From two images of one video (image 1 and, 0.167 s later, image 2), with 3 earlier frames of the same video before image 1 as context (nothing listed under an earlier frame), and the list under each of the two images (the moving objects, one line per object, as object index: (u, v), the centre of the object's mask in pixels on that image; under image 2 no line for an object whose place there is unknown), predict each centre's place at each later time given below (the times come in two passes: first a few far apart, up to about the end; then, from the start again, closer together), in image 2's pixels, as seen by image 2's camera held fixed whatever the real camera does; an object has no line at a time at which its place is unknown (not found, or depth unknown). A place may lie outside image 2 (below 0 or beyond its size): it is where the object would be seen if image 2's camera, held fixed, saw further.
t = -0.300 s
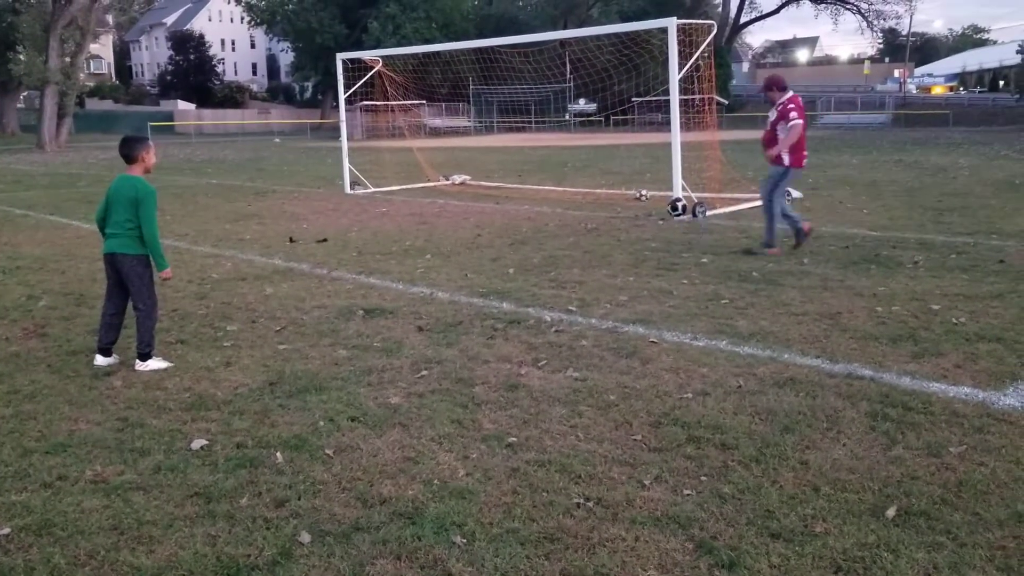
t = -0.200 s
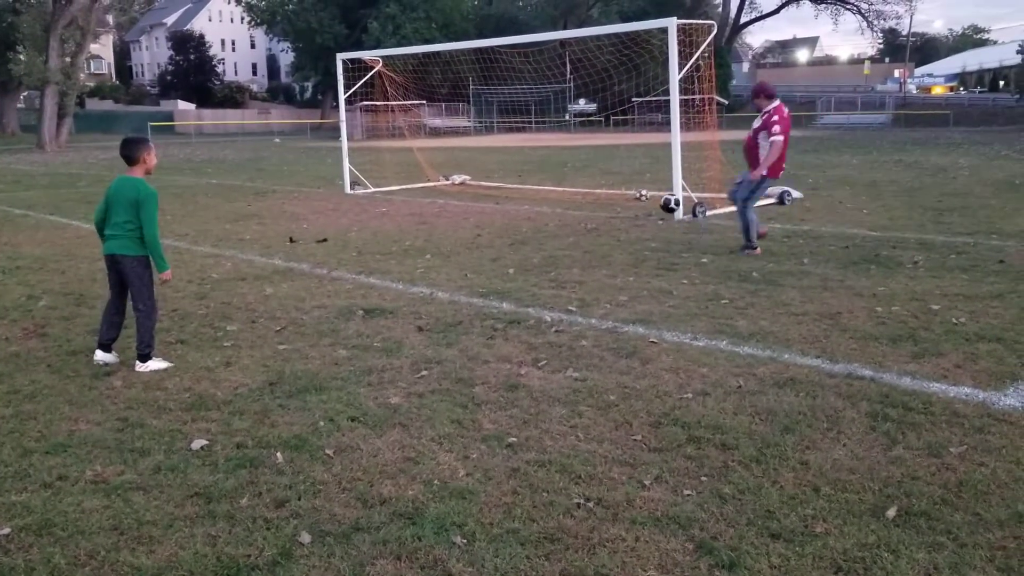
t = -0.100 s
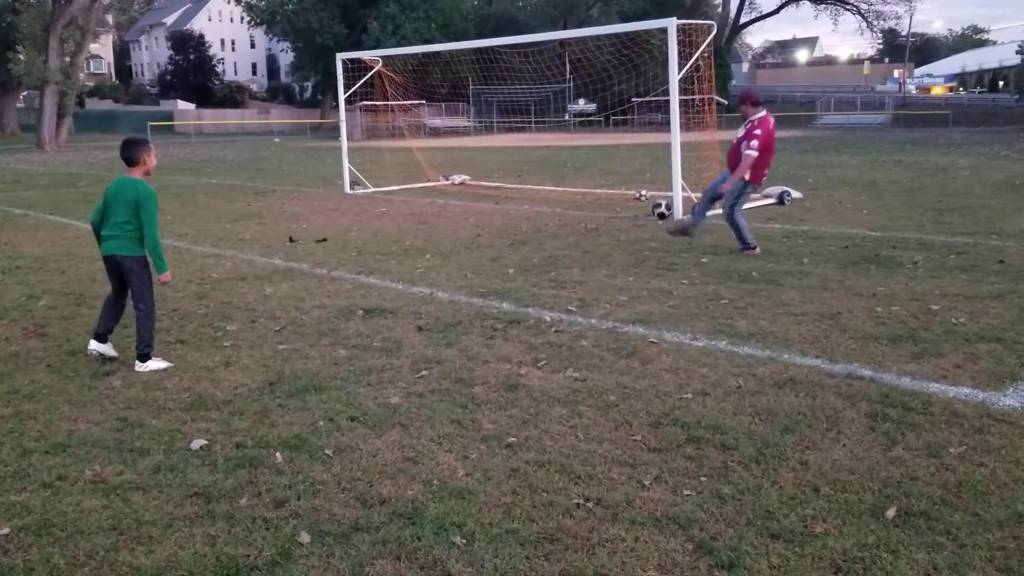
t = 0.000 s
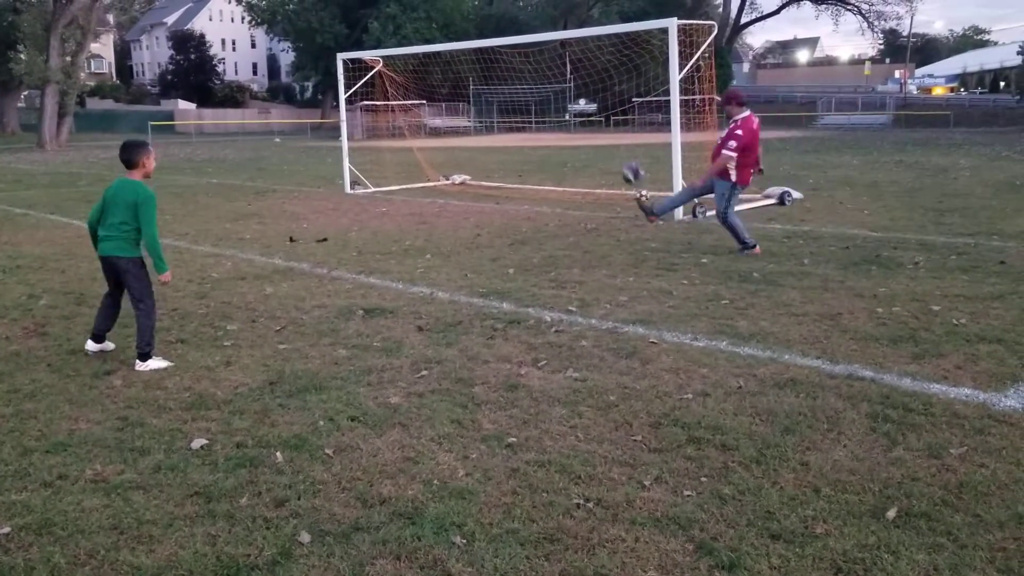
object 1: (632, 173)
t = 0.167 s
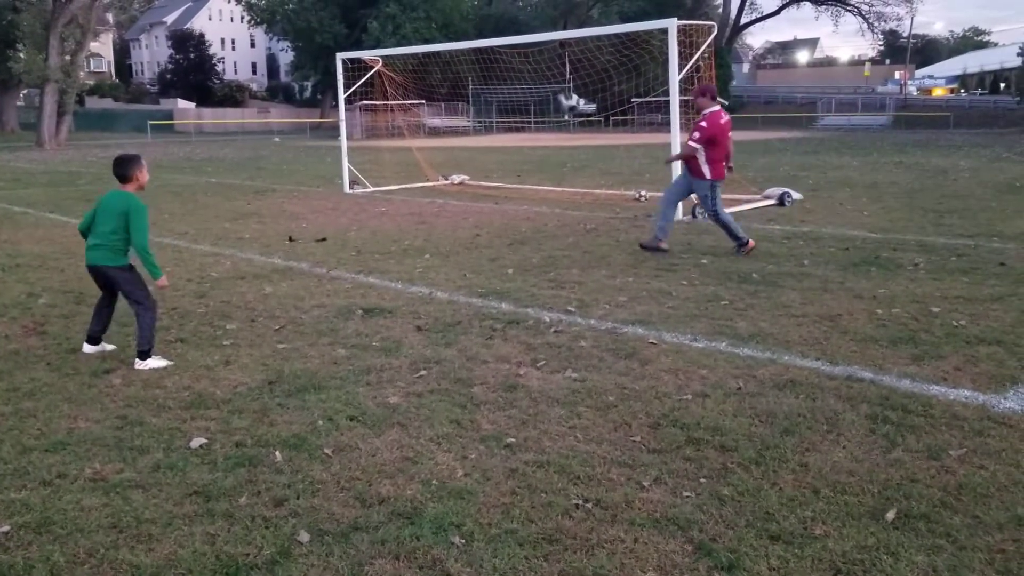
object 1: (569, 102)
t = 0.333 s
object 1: (500, 55)
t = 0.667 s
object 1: (349, 44)
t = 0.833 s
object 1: (271, 90)
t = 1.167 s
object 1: (96, 296)
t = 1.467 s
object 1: (38, 194)
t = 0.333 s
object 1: (500, 55)
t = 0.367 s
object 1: (488, 48)
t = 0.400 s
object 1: (472, 42)
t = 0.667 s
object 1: (349, 44)
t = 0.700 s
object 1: (333, 50)
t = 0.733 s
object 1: (317, 56)
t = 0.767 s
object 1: (301, 68)
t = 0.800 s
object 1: (284, 76)
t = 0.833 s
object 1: (271, 90)
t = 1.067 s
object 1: (146, 221)
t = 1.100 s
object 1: (129, 246)
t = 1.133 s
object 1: (112, 271)
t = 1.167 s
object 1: (96, 296)
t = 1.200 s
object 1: (87, 286)
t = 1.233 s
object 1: (81, 270)
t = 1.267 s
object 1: (74, 255)
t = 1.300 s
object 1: (67, 243)
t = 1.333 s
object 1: (61, 229)
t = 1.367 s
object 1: (55, 218)
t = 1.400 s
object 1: (50, 208)
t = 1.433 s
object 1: (44, 201)
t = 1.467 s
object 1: (38, 194)
